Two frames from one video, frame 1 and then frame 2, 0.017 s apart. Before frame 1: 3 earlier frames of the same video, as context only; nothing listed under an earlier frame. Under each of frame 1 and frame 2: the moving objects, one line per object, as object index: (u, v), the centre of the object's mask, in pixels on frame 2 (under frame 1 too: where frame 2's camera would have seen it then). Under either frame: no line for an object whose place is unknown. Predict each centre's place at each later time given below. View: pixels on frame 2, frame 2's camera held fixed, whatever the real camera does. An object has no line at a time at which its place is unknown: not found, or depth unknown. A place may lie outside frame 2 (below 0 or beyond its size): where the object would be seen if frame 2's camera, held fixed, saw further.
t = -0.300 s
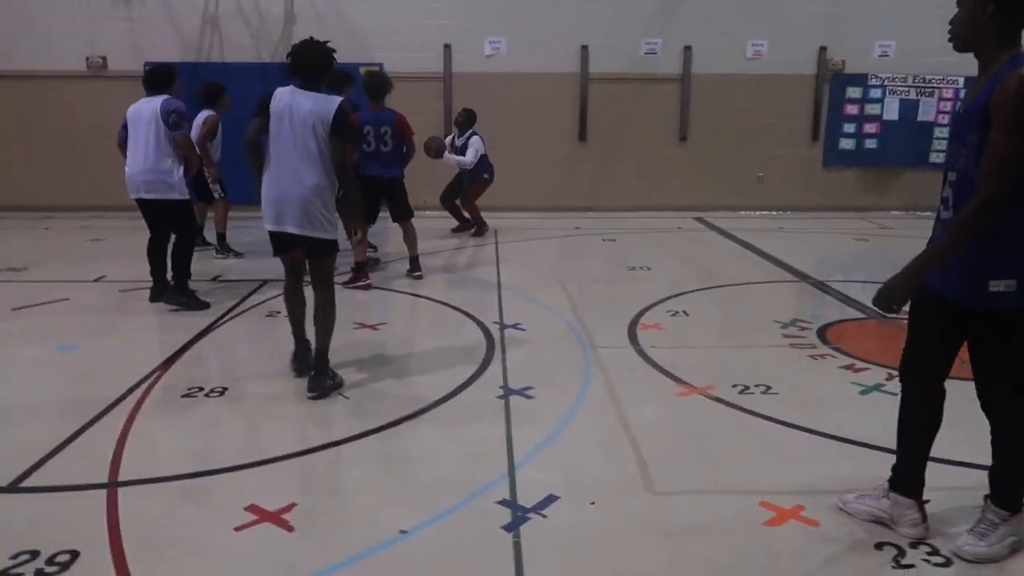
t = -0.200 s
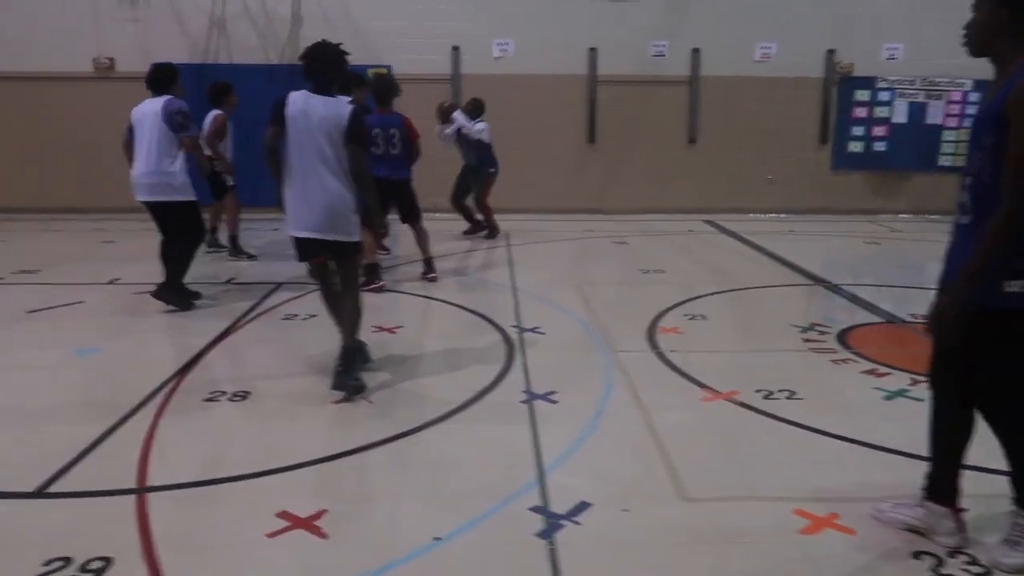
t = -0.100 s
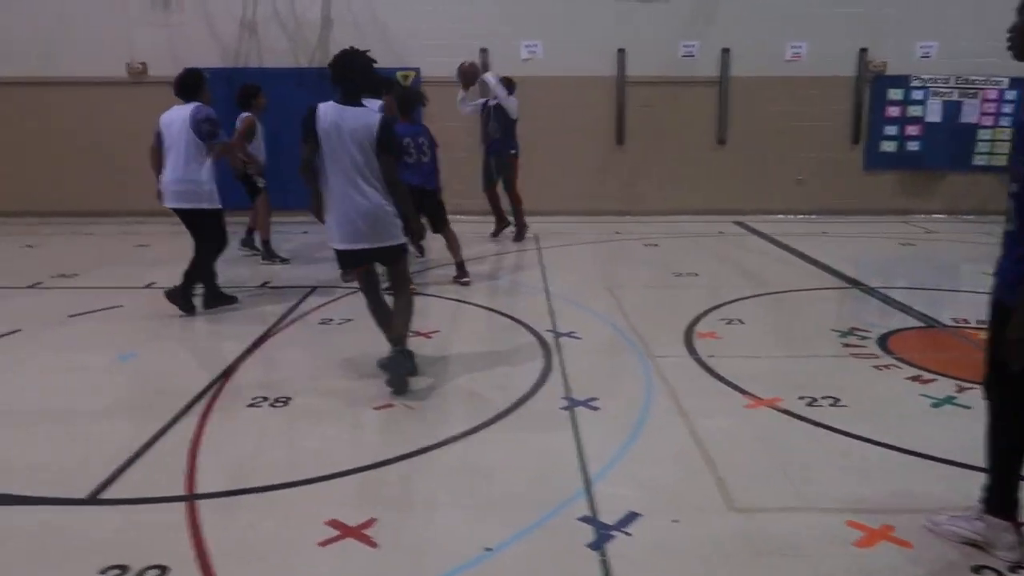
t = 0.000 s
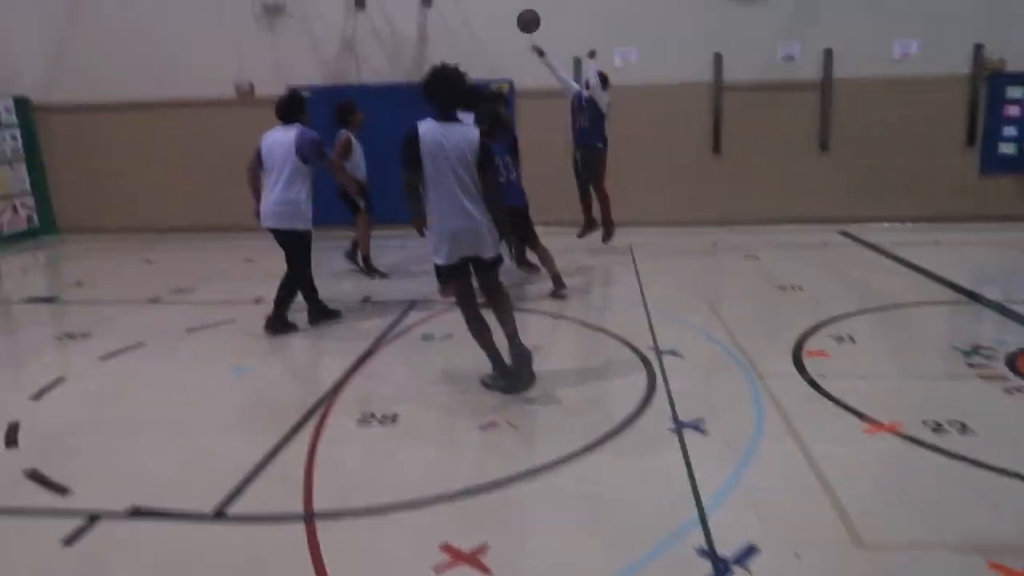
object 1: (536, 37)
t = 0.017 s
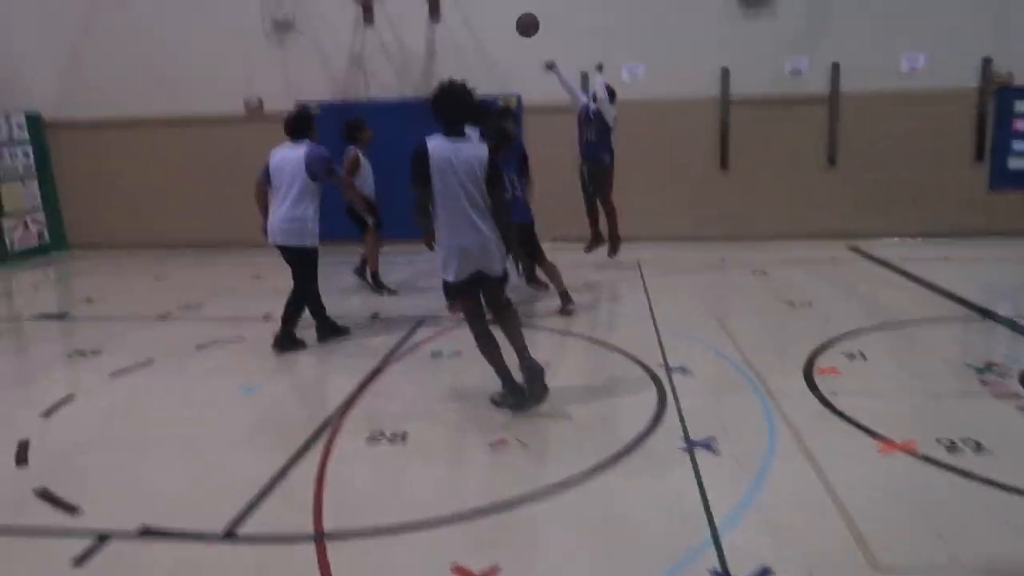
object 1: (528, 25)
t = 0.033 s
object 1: (519, 13)
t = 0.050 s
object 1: (511, 2)
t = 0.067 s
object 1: (502, -10)
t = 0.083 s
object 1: (493, -21)
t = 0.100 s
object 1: (483, -32)
